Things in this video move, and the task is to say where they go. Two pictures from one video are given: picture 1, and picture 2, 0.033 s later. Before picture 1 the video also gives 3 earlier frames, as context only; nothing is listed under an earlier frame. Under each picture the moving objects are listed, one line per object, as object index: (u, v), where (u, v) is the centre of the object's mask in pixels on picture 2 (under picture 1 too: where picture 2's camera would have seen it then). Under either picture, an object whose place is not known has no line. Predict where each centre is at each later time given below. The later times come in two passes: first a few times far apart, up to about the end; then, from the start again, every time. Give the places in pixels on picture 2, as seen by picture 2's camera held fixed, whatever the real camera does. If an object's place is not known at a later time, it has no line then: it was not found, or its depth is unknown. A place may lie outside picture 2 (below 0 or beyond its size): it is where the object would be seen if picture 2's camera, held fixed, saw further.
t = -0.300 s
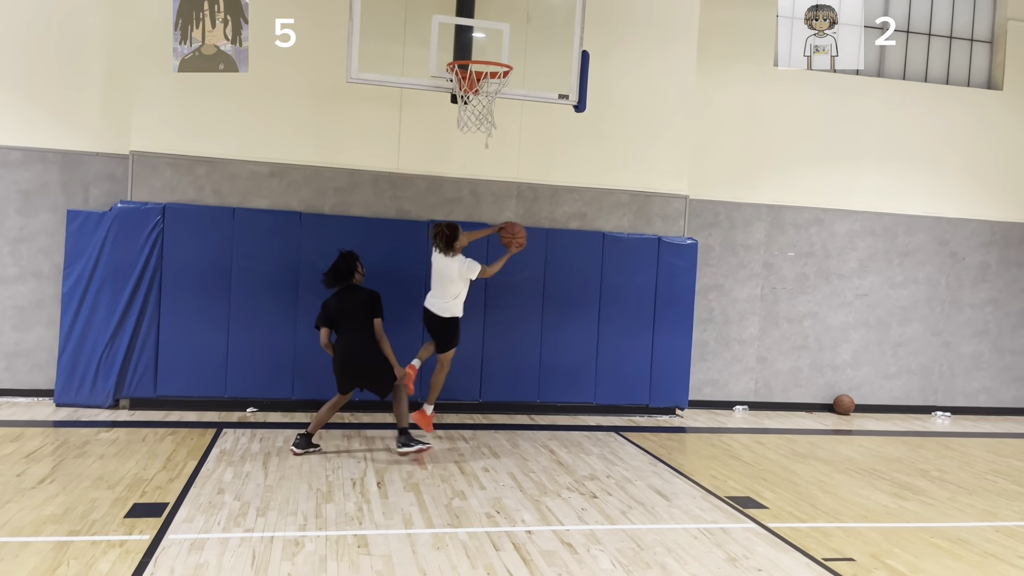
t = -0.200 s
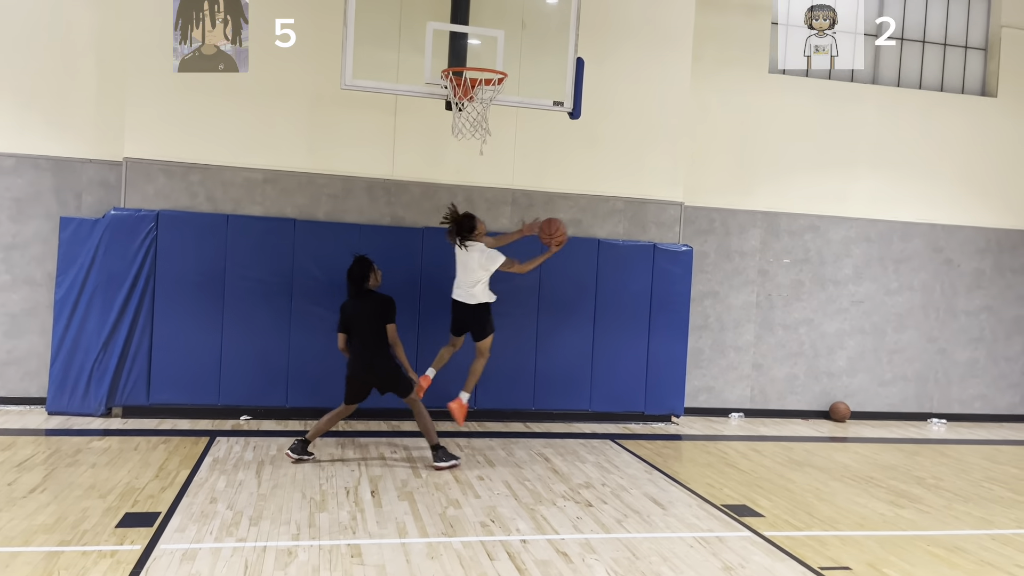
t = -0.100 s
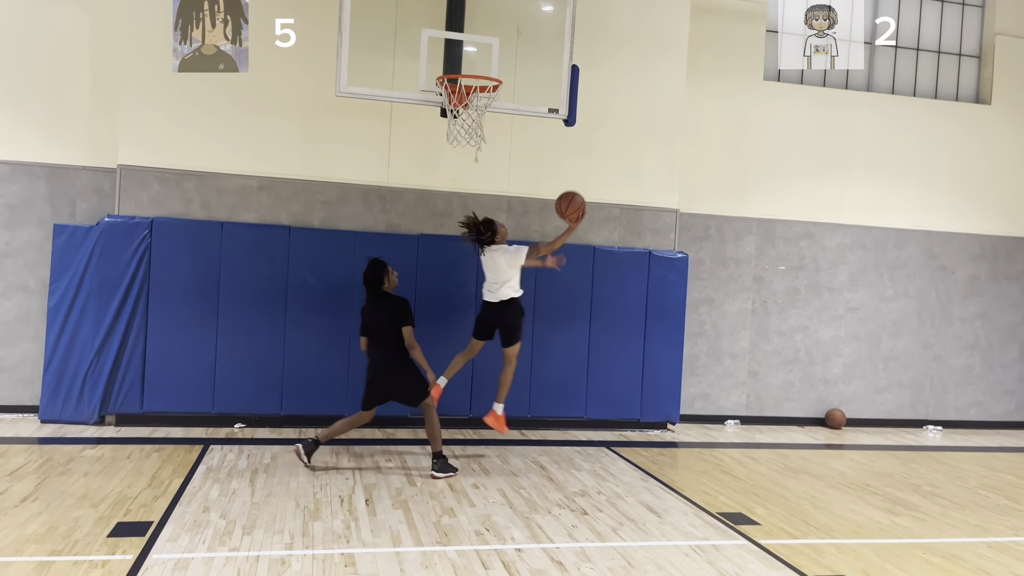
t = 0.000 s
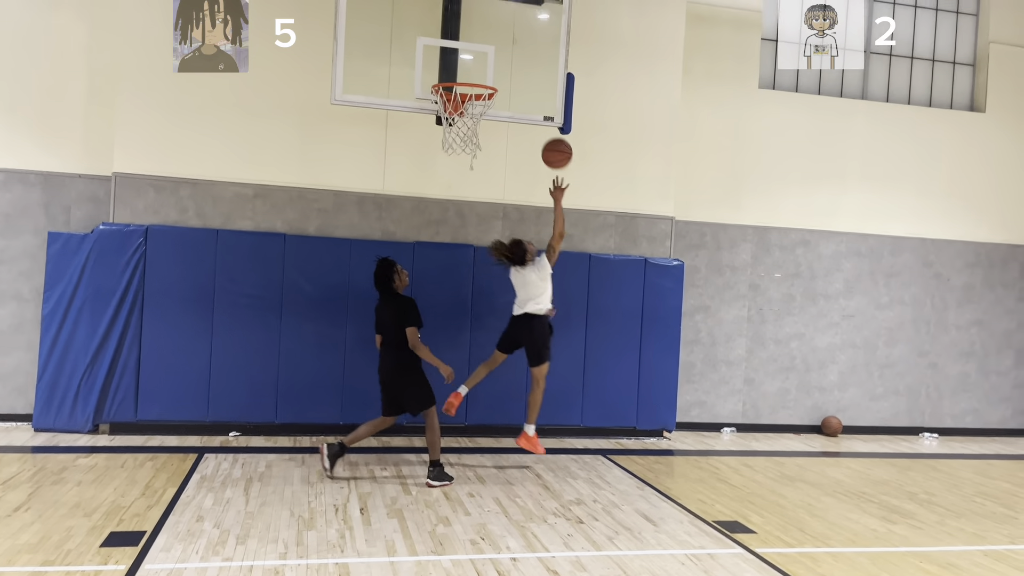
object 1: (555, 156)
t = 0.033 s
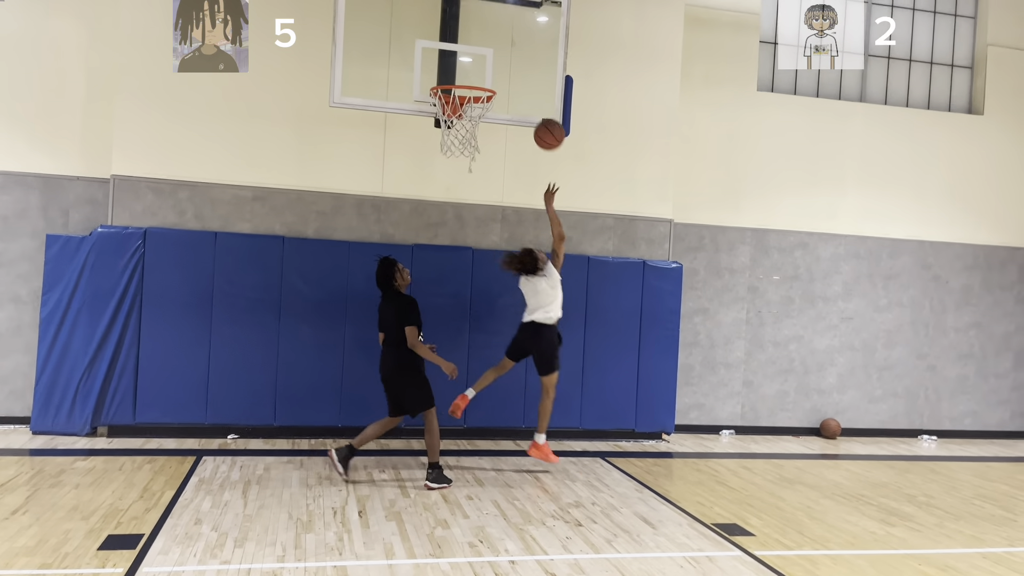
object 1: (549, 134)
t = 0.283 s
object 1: (502, 23)
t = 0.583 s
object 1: (460, 42)
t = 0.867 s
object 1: (487, 72)
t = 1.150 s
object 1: (505, 82)
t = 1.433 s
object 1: (551, 149)
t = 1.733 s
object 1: (592, 326)
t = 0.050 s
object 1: (546, 124)
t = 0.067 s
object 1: (543, 114)
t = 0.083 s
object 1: (540, 105)
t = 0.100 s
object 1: (536, 96)
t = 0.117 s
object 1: (533, 87)
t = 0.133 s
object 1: (530, 79)
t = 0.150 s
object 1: (526, 71)
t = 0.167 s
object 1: (523, 63)
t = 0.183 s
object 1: (520, 56)
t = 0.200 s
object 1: (516, 49)
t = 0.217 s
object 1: (513, 42)
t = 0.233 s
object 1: (510, 36)
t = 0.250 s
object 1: (506, 30)
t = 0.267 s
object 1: (504, 25)
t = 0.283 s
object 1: (502, 23)
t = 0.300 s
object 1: (499, 21)
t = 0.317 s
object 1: (497, 19)
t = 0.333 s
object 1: (495, 18)
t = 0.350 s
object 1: (493, 17)
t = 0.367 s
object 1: (491, 16)
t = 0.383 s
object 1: (489, 16)
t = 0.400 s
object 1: (486, 16)
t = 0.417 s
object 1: (484, 17)
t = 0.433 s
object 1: (482, 17)
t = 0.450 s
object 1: (480, 18)
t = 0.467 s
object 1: (477, 20)
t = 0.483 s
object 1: (475, 22)
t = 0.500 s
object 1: (472, 24)
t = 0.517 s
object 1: (470, 27)
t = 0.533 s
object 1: (467, 30)
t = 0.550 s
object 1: (465, 34)
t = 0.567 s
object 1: (463, 37)
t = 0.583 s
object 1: (460, 42)
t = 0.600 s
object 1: (458, 47)
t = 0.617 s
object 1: (455, 52)
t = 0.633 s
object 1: (452, 57)
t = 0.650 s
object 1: (449, 63)
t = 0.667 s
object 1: (447, 68)
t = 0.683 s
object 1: (444, 73)
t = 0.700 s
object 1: (445, 75)
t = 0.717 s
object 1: (451, 74)
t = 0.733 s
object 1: (456, 75)
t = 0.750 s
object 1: (461, 75)
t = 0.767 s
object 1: (466, 75)
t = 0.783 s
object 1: (472, 74)
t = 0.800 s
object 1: (477, 76)
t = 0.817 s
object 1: (481, 78)
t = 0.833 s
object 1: (484, 77)
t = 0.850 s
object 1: (486, 74)
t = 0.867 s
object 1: (487, 72)
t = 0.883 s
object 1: (488, 70)
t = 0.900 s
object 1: (489, 69)
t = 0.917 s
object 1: (490, 67)
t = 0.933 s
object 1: (491, 66)
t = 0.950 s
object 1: (492, 65)
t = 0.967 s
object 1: (493, 64)
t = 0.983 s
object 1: (494, 64)
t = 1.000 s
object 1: (496, 65)
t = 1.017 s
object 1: (496, 65)
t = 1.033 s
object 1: (497, 67)
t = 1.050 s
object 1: (498, 68)
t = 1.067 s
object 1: (499, 70)
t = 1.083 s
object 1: (500, 72)
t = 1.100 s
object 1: (501, 74)
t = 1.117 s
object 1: (502, 77)
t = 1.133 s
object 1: (503, 80)
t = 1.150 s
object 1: (505, 82)
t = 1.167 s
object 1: (508, 84)
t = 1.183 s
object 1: (511, 85)
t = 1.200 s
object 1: (514, 87)
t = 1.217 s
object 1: (516, 89)
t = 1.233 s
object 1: (519, 92)
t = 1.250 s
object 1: (522, 95)
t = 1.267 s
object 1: (525, 98)
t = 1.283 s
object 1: (527, 101)
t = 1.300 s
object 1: (530, 105)
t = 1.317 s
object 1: (533, 110)
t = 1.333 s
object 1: (536, 114)
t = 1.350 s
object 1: (539, 119)
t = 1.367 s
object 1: (541, 124)
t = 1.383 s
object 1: (544, 130)
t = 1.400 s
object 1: (547, 136)
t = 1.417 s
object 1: (549, 143)
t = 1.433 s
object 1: (551, 149)
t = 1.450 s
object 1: (553, 157)
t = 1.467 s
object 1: (555, 164)
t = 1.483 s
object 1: (557, 172)
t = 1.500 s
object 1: (560, 180)
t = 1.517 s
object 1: (562, 188)
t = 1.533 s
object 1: (565, 197)
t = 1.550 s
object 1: (568, 206)
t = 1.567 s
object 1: (570, 215)
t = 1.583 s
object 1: (571, 225)
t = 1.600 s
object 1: (574, 235)
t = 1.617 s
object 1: (577, 245)
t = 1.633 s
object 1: (579, 256)
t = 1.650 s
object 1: (582, 267)
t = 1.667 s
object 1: (584, 278)
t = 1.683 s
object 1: (586, 289)
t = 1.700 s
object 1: (588, 301)
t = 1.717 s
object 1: (590, 313)
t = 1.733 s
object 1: (592, 326)
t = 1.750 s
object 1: (594, 339)
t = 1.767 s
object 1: (596, 352)
